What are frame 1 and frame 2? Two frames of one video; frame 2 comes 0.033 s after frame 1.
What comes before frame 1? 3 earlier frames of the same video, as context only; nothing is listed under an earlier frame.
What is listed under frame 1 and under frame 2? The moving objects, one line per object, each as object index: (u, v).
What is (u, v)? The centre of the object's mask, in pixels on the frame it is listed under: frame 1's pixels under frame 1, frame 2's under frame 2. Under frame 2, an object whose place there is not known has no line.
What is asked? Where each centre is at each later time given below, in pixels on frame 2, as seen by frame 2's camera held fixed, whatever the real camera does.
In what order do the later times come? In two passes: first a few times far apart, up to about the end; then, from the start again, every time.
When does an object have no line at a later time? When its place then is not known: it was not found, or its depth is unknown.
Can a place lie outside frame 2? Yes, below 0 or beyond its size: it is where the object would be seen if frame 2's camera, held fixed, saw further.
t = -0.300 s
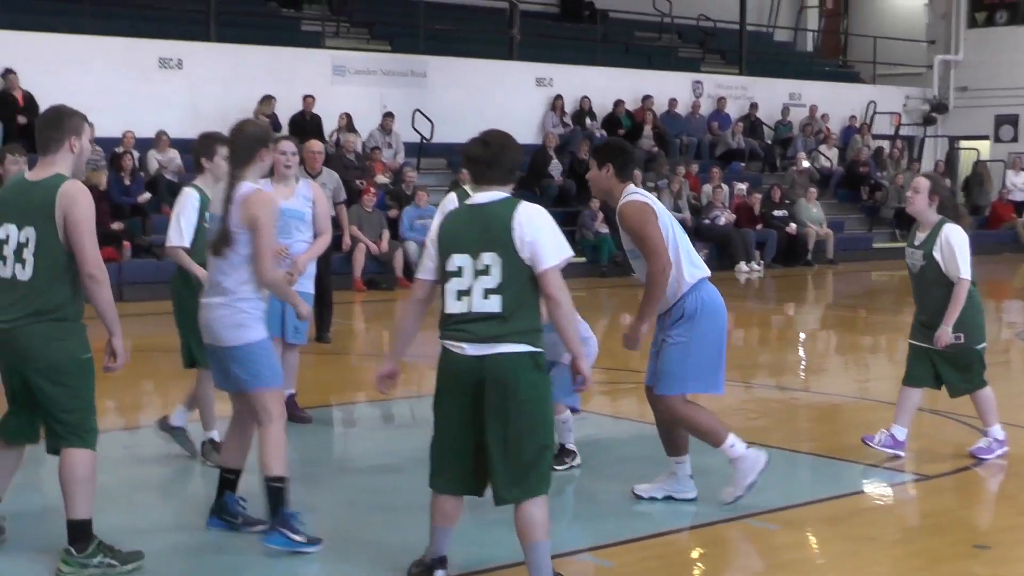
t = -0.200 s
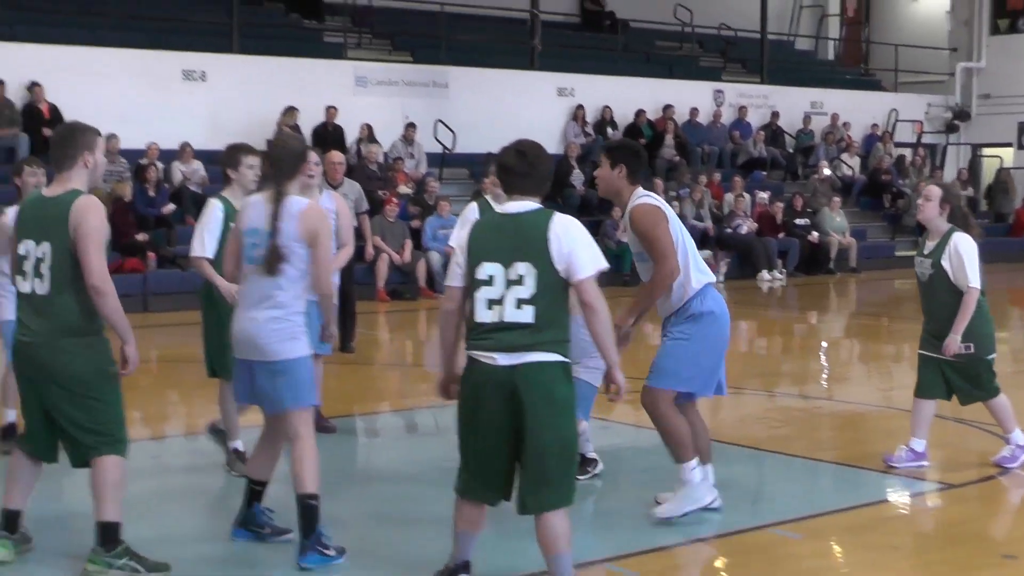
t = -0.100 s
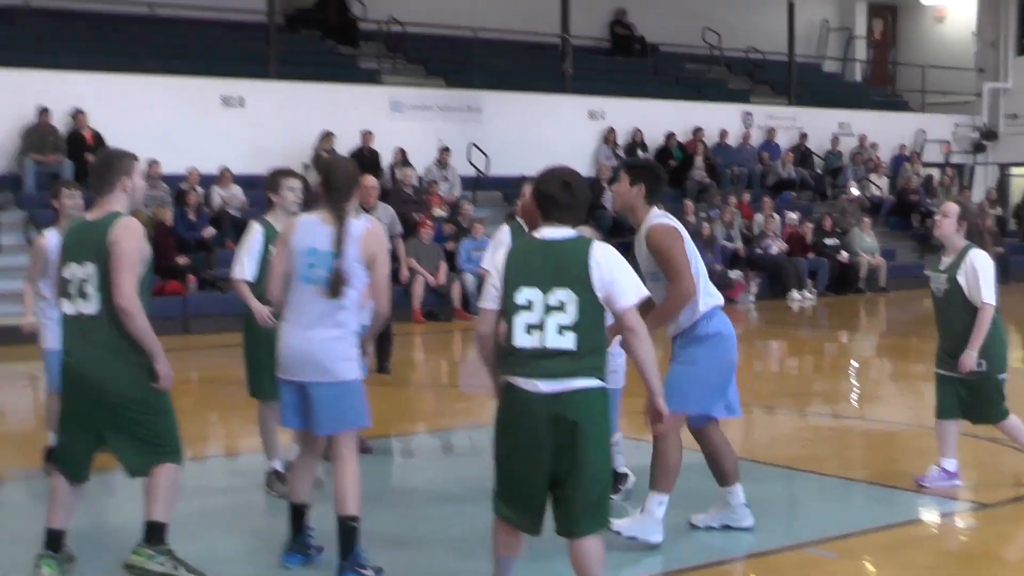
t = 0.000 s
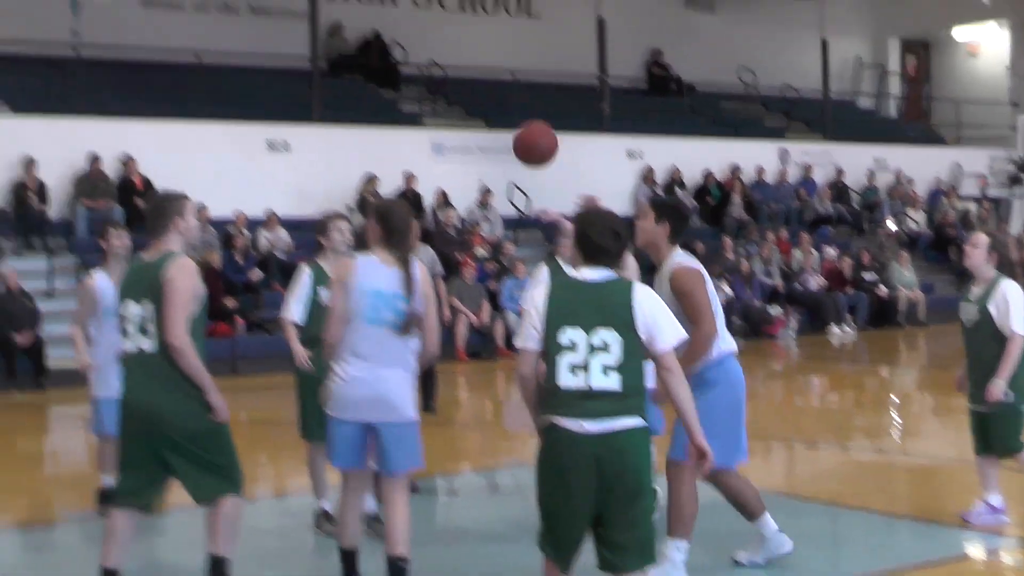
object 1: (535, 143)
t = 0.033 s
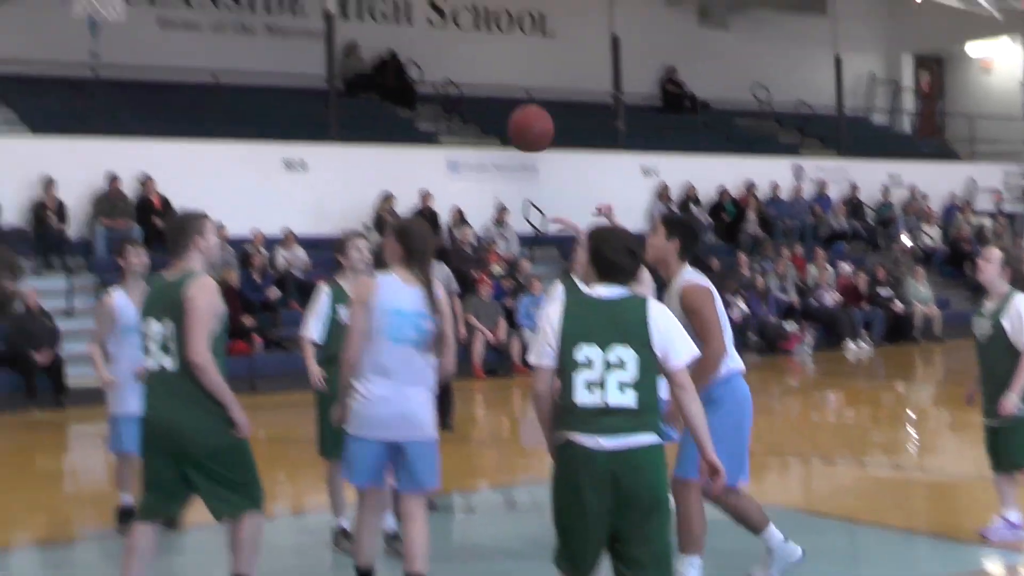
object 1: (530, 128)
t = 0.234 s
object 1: (407, -37)
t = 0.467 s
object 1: (254, -147)
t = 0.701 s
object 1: (100, -145)
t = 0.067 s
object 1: (511, 98)
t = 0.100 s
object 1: (490, 67)
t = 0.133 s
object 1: (470, 38)
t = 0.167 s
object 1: (449, 11)
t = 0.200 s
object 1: (428, -13)
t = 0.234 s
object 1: (407, -37)
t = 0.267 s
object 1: (385, -59)
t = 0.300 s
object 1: (364, -79)
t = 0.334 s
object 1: (342, -96)
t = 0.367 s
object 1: (320, -113)
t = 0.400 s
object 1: (297, -126)
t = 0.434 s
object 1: (274, -138)
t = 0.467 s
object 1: (254, -147)
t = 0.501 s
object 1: (233, -154)
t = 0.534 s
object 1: (210, -160)
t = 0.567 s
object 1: (187, -162)
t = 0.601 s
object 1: (162, -163)
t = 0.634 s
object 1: (139, -160)
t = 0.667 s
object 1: (115, -152)
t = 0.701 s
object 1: (100, -145)
